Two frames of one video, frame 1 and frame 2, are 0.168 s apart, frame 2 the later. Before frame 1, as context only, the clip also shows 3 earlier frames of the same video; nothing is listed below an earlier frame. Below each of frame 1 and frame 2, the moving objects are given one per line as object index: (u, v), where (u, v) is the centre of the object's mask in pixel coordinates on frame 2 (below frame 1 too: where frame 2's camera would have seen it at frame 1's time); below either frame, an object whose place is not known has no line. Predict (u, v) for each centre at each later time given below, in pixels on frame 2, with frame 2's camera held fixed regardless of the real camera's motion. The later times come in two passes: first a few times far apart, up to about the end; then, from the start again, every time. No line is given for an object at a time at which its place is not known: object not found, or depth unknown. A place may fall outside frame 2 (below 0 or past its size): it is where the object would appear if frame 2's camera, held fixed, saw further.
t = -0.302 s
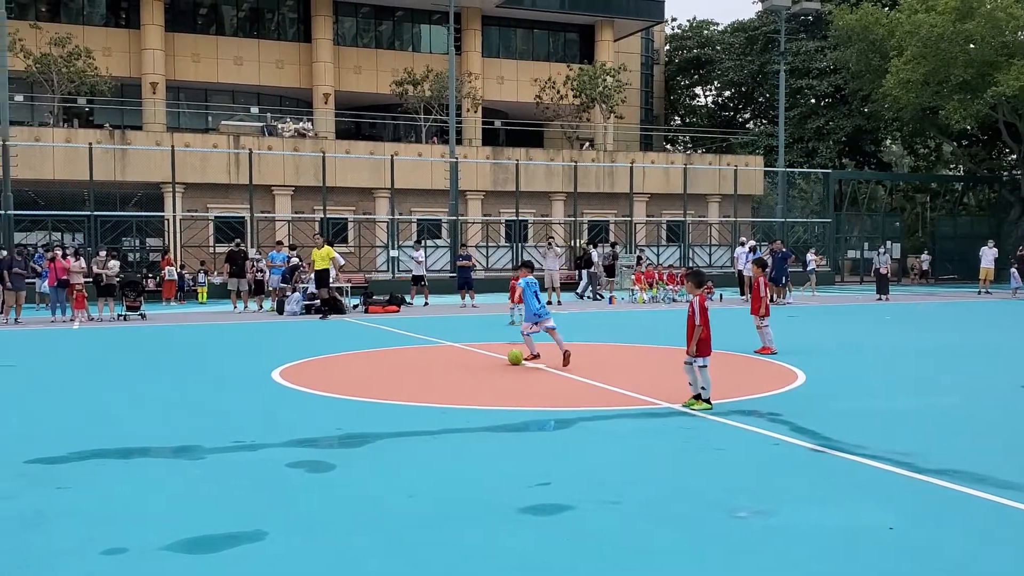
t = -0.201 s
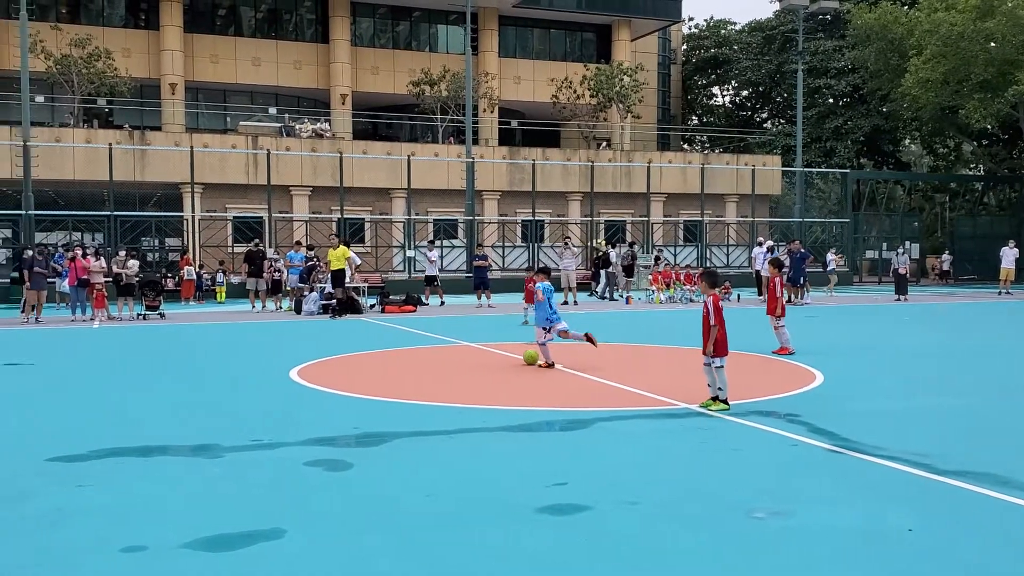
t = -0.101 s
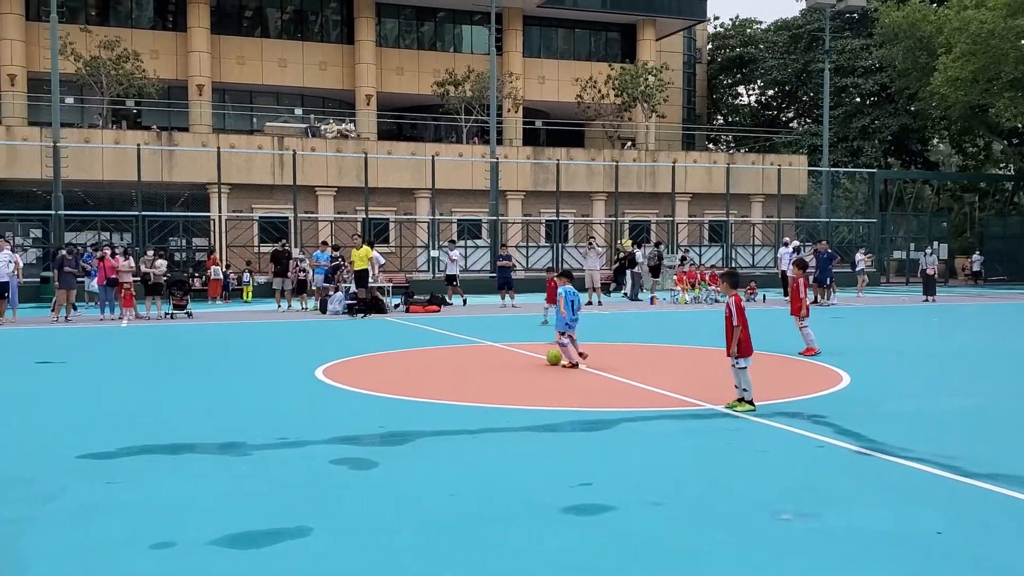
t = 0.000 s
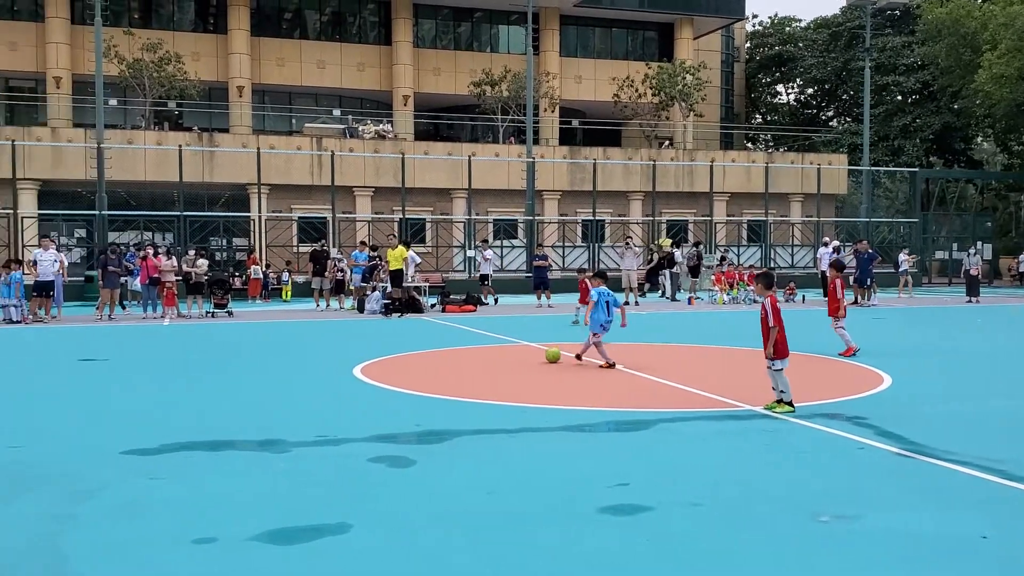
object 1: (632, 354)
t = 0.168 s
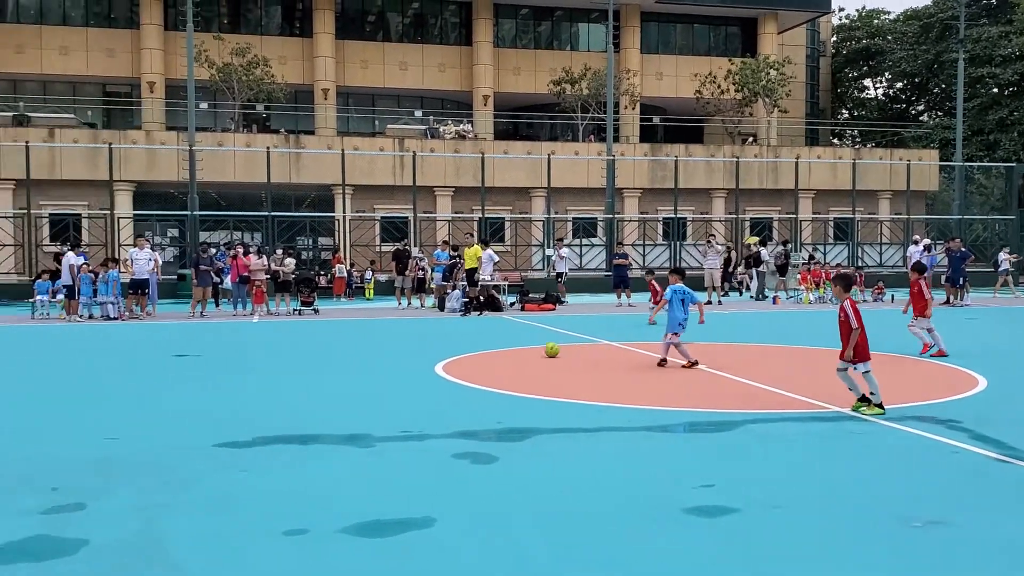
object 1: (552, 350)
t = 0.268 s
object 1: (514, 348)
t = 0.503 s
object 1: (445, 345)
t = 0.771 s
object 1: (375, 340)
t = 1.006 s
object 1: (319, 337)
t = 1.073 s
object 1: (304, 336)
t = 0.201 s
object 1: (538, 349)
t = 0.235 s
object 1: (526, 349)
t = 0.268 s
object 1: (514, 348)
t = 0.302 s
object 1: (503, 347)
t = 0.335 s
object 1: (494, 347)
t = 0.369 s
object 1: (483, 347)
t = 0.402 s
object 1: (474, 346)
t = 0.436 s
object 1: (464, 346)
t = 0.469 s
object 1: (454, 345)
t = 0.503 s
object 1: (445, 345)
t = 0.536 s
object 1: (436, 344)
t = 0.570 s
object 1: (426, 344)
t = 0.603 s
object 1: (418, 343)
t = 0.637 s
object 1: (409, 342)
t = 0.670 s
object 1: (400, 342)
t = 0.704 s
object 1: (391, 341)
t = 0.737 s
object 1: (383, 340)
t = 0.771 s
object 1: (375, 340)
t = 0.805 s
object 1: (367, 340)
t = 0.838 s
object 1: (358, 339)
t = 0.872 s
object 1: (351, 339)
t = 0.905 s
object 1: (343, 338)
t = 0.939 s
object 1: (335, 338)
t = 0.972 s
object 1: (327, 337)
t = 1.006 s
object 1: (319, 337)
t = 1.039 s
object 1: (311, 336)
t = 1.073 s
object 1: (304, 336)
